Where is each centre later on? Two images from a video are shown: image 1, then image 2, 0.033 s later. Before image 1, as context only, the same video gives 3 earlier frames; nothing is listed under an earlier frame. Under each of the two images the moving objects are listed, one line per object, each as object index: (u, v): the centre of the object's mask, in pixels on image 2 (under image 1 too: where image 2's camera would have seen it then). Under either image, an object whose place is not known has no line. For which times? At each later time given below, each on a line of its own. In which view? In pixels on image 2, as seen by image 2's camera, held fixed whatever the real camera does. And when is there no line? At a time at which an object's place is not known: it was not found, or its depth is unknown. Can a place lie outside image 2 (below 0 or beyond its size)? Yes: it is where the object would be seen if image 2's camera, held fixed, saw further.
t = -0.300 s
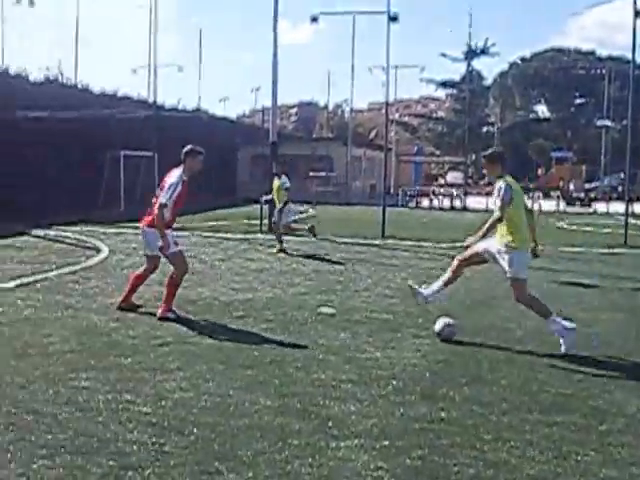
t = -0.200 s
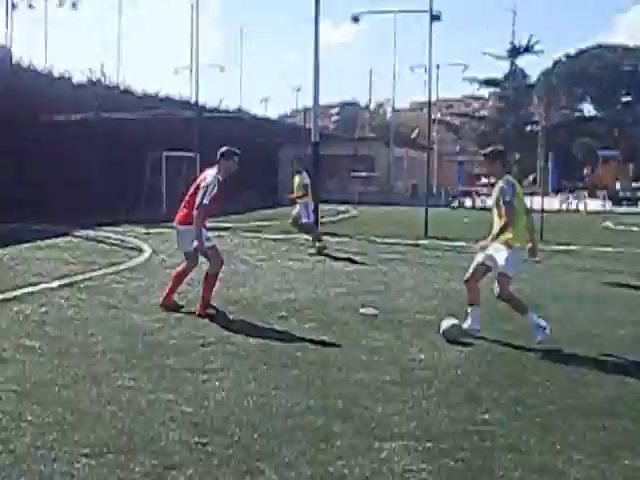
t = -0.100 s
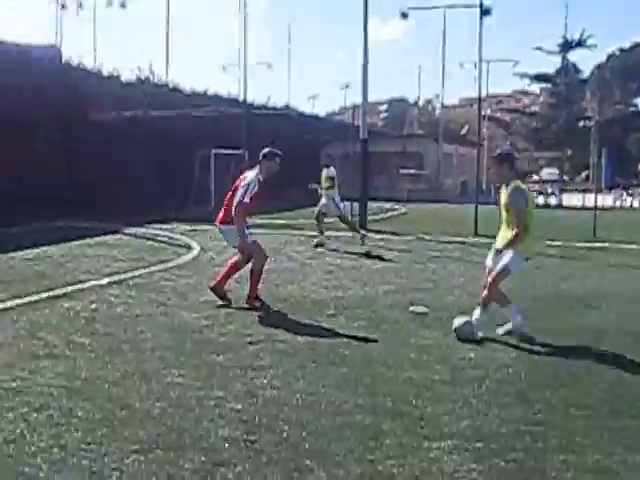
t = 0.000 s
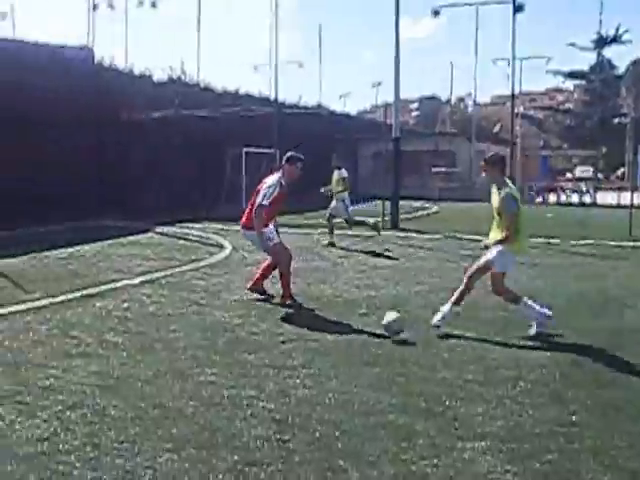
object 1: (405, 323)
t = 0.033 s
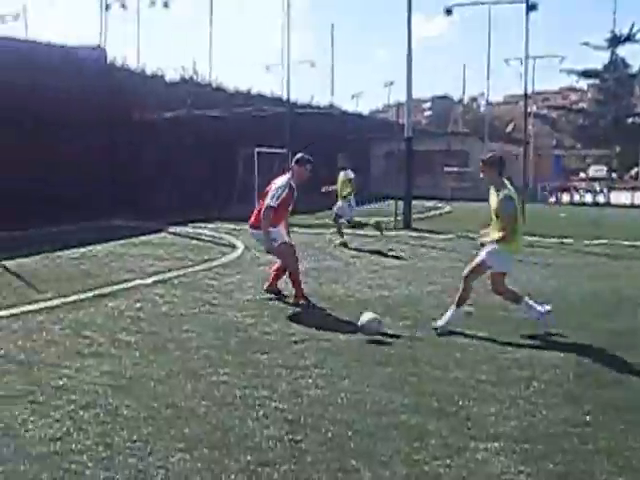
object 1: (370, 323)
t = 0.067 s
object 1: (333, 325)
